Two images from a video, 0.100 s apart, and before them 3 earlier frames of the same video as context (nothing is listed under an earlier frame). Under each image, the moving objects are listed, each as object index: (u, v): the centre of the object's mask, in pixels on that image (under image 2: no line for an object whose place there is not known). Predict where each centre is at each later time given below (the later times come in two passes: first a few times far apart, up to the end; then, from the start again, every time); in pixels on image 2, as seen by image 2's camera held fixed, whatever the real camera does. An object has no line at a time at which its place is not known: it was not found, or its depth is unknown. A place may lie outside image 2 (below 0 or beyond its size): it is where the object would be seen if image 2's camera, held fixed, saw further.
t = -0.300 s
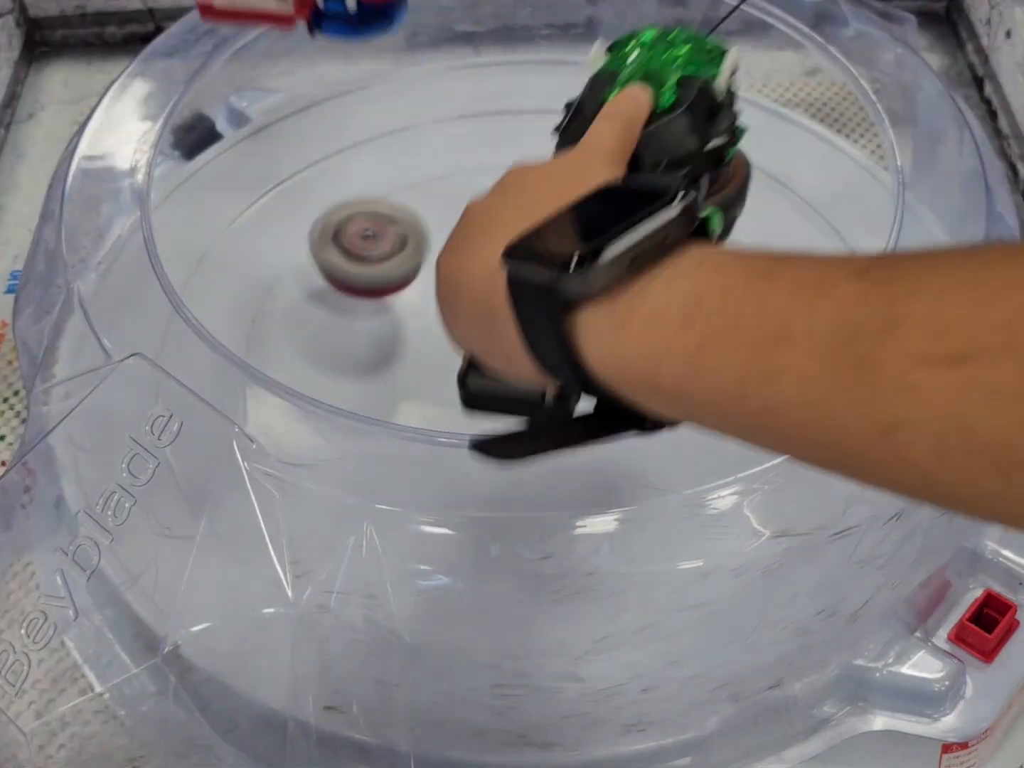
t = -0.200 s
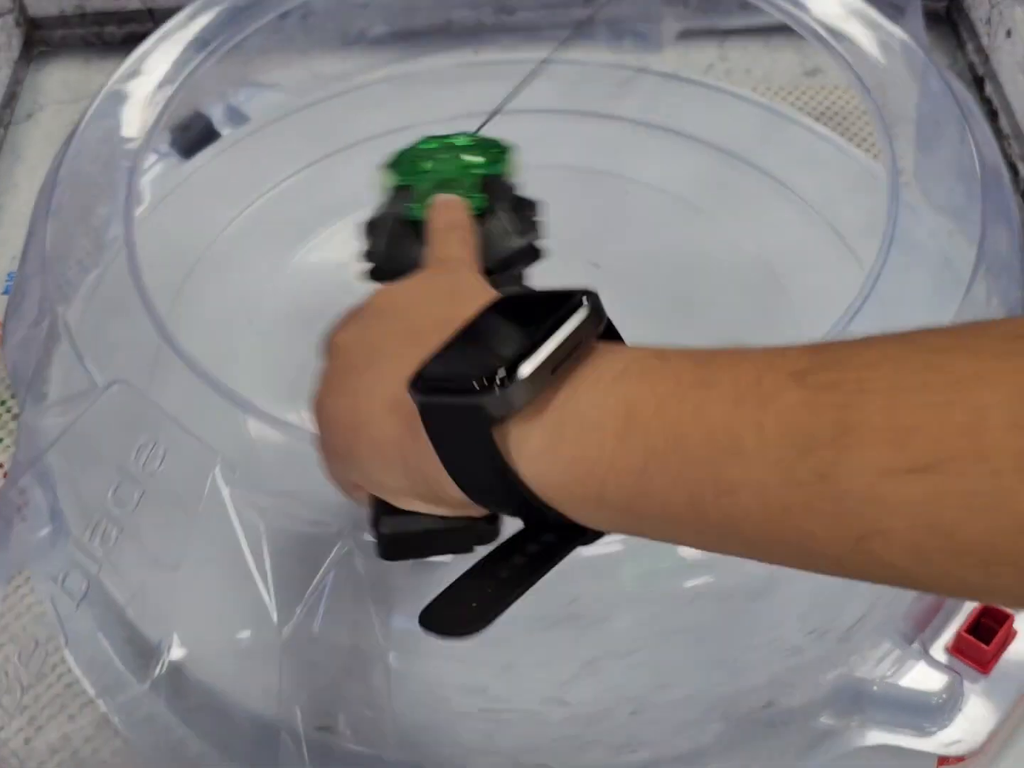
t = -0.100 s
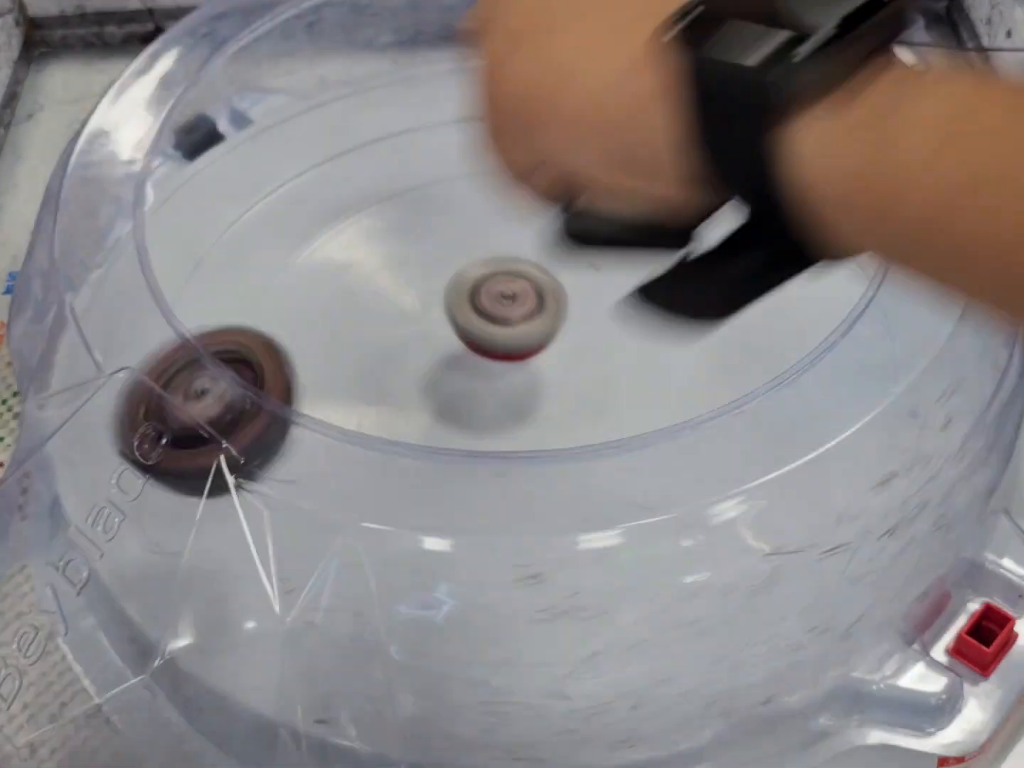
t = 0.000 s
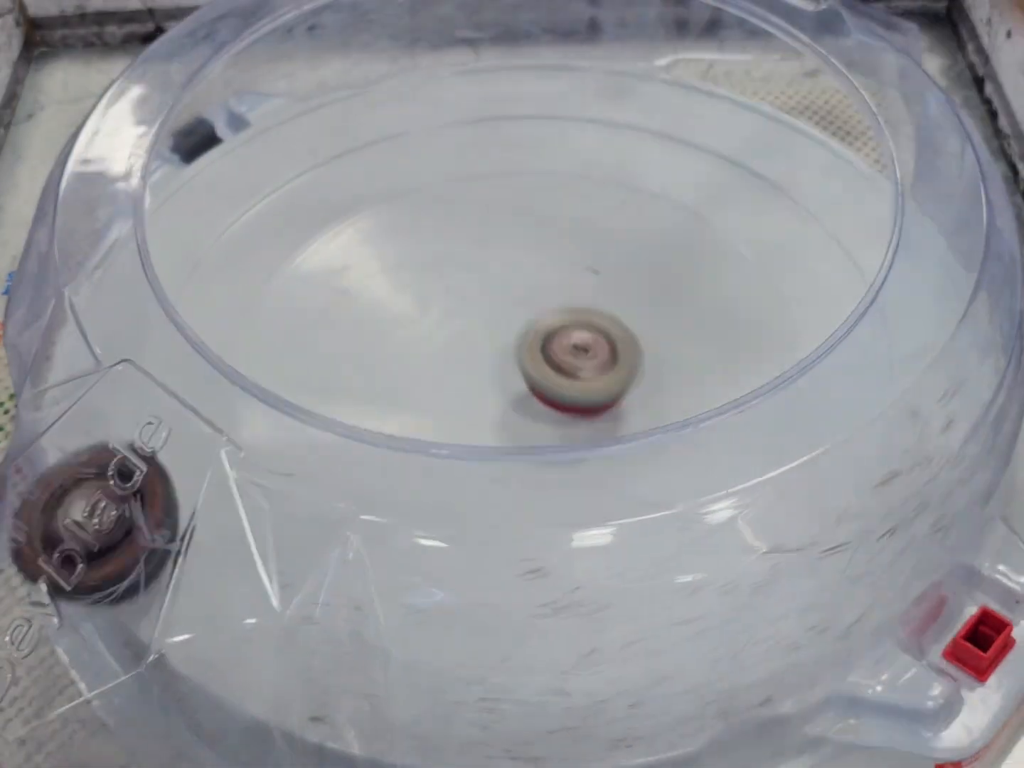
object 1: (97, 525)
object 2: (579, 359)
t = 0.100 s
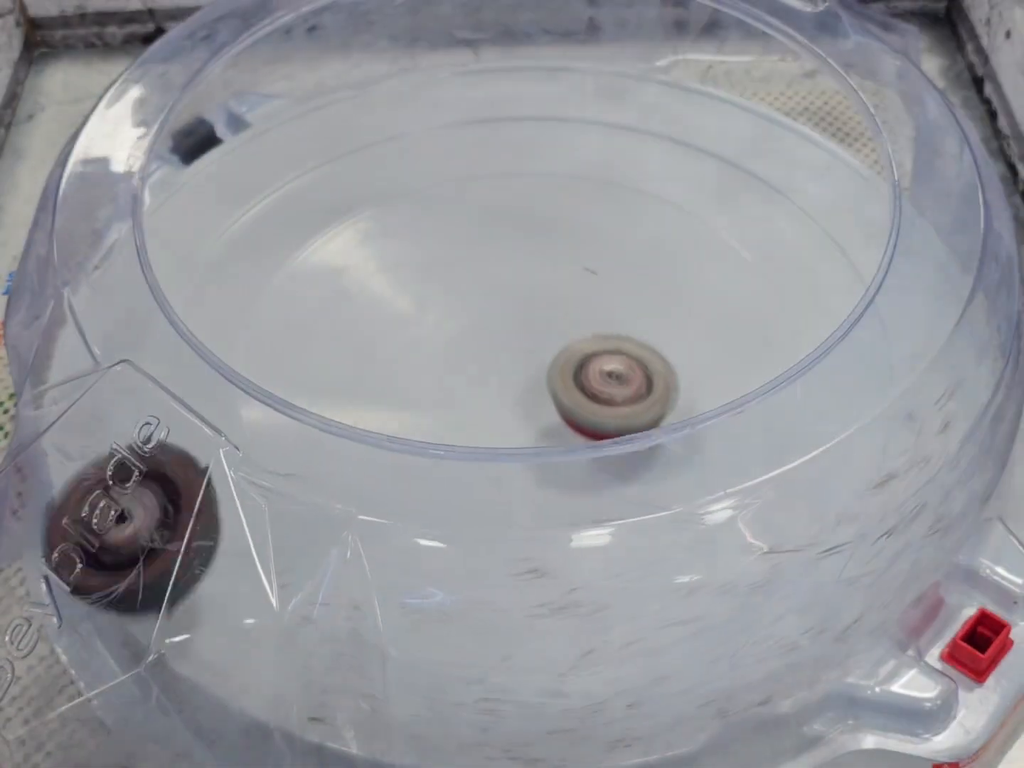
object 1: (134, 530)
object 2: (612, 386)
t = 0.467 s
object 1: (382, 527)
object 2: (420, 346)
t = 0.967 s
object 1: (698, 104)
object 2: (583, 317)
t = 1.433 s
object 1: (579, 121)
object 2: (384, 355)
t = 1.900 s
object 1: (573, 106)
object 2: (527, 476)
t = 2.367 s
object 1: (645, 134)
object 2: (486, 246)
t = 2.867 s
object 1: (720, 187)
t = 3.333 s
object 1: (441, 387)
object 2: (446, 230)
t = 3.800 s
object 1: (566, 399)
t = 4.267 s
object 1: (426, 340)
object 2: (193, 248)
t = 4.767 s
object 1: (550, 332)
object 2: (490, 94)
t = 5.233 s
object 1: (426, 309)
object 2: (628, 139)
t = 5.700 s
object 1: (399, 485)
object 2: (714, 320)
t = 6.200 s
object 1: (485, 450)
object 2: (543, 244)
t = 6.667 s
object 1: (428, 333)
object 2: (571, 265)
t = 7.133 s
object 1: (457, 319)
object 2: (568, 380)
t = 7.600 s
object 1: (509, 259)
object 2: (427, 365)
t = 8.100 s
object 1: (590, 296)
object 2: (495, 383)
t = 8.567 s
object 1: (608, 363)
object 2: (465, 370)
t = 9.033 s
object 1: (577, 401)
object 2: (509, 318)
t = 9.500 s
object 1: (459, 465)
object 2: (513, 276)
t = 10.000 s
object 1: (388, 380)
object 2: (527, 330)
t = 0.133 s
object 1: (162, 560)
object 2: (609, 389)
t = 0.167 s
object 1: (176, 567)
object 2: (602, 397)
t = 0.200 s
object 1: (194, 592)
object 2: (589, 400)
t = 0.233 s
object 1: (217, 609)
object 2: (572, 405)
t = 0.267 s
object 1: (244, 630)
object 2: (550, 407)
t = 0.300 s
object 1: (267, 636)
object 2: (524, 405)
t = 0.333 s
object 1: (285, 608)
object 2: (498, 403)
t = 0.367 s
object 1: (307, 586)
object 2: (473, 394)
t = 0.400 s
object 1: (331, 564)
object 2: (450, 381)
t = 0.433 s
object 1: (356, 544)
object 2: (432, 365)
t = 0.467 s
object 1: (382, 527)
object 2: (420, 346)
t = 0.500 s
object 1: (411, 517)
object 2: (416, 327)
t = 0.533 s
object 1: (446, 494)
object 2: (419, 308)
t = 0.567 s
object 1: (484, 473)
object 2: (429, 292)
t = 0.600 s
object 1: (523, 446)
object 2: (445, 278)
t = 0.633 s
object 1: (562, 400)
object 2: (465, 266)
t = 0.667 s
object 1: (599, 374)
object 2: (489, 260)
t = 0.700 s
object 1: (629, 331)
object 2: (516, 256)
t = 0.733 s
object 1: (661, 288)
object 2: (531, 250)
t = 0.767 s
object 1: (689, 248)
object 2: (539, 244)
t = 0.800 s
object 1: (707, 211)
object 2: (547, 245)
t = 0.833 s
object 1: (715, 177)
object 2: (555, 249)
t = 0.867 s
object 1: (718, 155)
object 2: (563, 259)
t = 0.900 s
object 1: (718, 133)
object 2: (572, 272)
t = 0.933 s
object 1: (711, 113)
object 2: (579, 292)
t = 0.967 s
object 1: (698, 104)
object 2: (583, 317)
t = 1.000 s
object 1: (686, 93)
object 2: (582, 341)
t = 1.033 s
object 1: (674, 85)
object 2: (577, 368)
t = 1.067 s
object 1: (664, 77)
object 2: (567, 393)
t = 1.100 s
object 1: (655, 75)
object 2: (548, 408)
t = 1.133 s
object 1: (648, 79)
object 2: (527, 428)
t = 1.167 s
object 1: (641, 82)
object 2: (503, 444)
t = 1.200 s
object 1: (636, 84)
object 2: (476, 450)
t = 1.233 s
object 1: (633, 85)
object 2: (452, 447)
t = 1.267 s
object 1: (628, 87)
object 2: (430, 444)
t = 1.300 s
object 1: (622, 90)
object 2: (410, 433)
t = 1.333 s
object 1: (612, 99)
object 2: (394, 417)
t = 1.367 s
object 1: (599, 106)
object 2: (386, 394)
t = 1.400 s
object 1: (588, 114)
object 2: (381, 379)
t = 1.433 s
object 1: (579, 121)
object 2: (384, 355)
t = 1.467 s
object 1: (573, 126)
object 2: (394, 329)
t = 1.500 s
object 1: (567, 132)
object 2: (412, 301)
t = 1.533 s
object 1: (563, 139)
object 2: (436, 275)
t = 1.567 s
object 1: (556, 151)
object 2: (464, 252)
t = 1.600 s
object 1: (553, 151)
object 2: (482, 254)
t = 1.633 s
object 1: (558, 136)
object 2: (486, 284)
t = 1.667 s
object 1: (561, 128)
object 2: (495, 317)
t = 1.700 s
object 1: (562, 121)
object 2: (506, 349)
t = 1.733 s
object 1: (564, 117)
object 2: (517, 381)
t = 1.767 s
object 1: (566, 114)
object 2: (524, 403)
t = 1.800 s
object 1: (567, 111)
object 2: (529, 427)
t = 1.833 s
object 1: (569, 109)
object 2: (532, 447)
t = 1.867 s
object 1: (572, 107)
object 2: (531, 465)
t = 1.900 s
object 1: (573, 106)
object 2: (527, 476)
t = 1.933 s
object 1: (576, 105)
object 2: (520, 482)
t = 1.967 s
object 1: (579, 105)
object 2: (510, 483)
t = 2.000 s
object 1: (582, 106)
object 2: (498, 480)
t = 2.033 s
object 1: (586, 107)
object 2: (484, 472)
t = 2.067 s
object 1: (591, 109)
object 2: (469, 450)
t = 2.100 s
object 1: (595, 111)
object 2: (455, 438)
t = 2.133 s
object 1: (600, 113)
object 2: (443, 408)
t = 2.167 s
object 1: (605, 116)
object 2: (433, 393)
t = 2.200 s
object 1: (610, 118)
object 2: (429, 366)
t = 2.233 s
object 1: (617, 122)
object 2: (431, 338)
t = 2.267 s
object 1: (623, 124)
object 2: (438, 310)
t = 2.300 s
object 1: (630, 128)
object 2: (451, 285)
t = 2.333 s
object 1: (638, 131)
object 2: (467, 262)
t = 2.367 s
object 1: (645, 134)
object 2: (486, 246)
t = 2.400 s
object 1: (653, 137)
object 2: (508, 235)
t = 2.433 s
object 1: (660, 140)
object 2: (533, 228)
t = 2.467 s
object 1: (667, 142)
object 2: (558, 229)
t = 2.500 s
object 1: (674, 145)
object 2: (584, 233)
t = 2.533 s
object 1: (680, 148)
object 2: (610, 244)
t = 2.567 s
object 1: (686, 152)
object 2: (633, 259)
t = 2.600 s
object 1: (691, 154)
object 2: (653, 281)
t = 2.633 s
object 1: (696, 157)
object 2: (669, 305)
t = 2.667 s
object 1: (701, 161)
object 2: (680, 333)
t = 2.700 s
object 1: (705, 165)
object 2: (682, 363)
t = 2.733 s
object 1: (709, 169)
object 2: (673, 385)
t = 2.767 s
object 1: (713, 173)
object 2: (663, 425)
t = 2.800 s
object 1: (716, 178)
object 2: (641, 459)
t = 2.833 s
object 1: (719, 182)
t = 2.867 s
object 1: (720, 187)
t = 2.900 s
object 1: (720, 193)
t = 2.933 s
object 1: (713, 203)
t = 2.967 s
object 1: (701, 213)
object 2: (429, 511)
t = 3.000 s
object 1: (683, 224)
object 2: (385, 499)
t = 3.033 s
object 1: (662, 237)
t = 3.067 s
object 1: (638, 251)
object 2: (324, 449)
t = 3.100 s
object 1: (611, 267)
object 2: (309, 416)
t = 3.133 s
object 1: (582, 284)
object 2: (301, 388)
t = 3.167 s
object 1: (550, 303)
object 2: (304, 358)
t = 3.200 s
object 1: (521, 321)
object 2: (316, 331)
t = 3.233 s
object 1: (494, 339)
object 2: (338, 302)
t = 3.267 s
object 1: (471, 357)
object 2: (368, 274)
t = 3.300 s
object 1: (453, 374)
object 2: (406, 250)
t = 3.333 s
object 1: (441, 387)
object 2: (446, 230)
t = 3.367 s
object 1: (437, 396)
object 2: (489, 214)
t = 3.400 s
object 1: (438, 415)
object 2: (536, 202)
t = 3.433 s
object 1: (446, 428)
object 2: (583, 197)
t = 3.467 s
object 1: (456, 438)
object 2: (627, 197)
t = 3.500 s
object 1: (468, 446)
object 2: (671, 203)
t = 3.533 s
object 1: (480, 452)
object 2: (711, 213)
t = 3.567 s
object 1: (495, 453)
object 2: (745, 230)
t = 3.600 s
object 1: (509, 452)
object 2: (772, 253)
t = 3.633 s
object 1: (523, 453)
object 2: (793, 279)
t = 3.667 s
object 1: (534, 449)
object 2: (798, 305)
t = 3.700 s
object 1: (546, 441)
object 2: (806, 340)
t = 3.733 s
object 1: (555, 431)
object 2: (802, 378)
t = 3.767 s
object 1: (563, 418)
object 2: (781, 412)
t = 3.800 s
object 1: (566, 399)
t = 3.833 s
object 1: (569, 391)
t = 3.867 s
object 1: (567, 380)
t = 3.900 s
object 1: (562, 365)
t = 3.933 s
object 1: (552, 352)
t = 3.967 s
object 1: (540, 340)
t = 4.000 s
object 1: (527, 330)
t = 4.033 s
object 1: (512, 322)
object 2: (327, 495)
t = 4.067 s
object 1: (496, 316)
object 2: (282, 464)
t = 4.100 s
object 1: (480, 313)
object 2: (244, 424)
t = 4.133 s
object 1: (465, 314)
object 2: (219, 383)
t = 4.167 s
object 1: (452, 316)
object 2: (200, 344)
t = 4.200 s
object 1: (440, 323)
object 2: (180, 314)
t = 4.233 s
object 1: (432, 330)
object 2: (165, 282)
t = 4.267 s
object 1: (426, 340)
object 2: (193, 248)
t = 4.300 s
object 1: (422, 350)
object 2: (208, 228)
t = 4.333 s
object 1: (422, 362)
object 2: (227, 207)
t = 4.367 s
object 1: (427, 374)
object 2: (247, 186)
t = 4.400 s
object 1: (437, 384)
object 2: (265, 168)
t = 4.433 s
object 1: (449, 389)
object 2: (284, 153)
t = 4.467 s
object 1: (464, 393)
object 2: (307, 142)
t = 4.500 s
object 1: (478, 394)
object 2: (329, 133)
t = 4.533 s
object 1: (494, 394)
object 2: (351, 124)
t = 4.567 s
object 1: (509, 391)
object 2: (372, 117)
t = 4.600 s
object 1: (522, 387)
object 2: (393, 109)
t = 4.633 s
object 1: (534, 379)
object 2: (413, 103)
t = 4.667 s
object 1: (543, 368)
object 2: (433, 99)
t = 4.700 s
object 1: (549, 356)
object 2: (452, 96)
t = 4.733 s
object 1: (550, 345)
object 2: (472, 95)
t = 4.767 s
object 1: (550, 332)
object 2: (490, 94)
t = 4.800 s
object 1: (546, 321)
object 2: (508, 93)
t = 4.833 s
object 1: (539, 309)
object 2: (523, 93)
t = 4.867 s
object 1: (531, 298)
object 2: (538, 94)
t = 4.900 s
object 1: (520, 289)
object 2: (552, 96)
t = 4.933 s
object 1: (509, 281)
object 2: (564, 98)
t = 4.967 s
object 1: (495, 276)
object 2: (577, 101)
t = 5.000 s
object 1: (482, 273)
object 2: (586, 104)
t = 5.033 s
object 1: (470, 272)
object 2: (596, 108)
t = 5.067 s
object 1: (457, 274)
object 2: (605, 112)
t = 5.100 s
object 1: (448, 277)
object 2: (611, 117)
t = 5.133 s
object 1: (439, 283)
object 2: (617, 122)
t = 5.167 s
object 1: (432, 290)
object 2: (621, 127)
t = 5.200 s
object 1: (428, 299)
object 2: (625, 133)
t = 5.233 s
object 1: (426, 309)
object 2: (628, 139)
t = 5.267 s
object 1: (427, 319)
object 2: (629, 148)
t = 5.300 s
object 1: (430, 331)
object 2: (629, 164)
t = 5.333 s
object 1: (436, 342)
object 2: (628, 184)
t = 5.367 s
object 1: (445, 353)
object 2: (623, 210)
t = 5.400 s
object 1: (457, 363)
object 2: (618, 239)
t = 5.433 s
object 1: (471, 371)
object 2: (610, 270)
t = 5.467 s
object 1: (486, 378)
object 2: (599, 304)
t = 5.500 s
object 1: (464, 394)
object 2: (628, 306)
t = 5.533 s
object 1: (437, 418)
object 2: (665, 301)
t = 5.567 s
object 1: (415, 436)
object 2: (691, 299)
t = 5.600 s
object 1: (398, 455)
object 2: (707, 301)
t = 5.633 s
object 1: (393, 466)
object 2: (715, 305)
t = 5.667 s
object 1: (394, 475)
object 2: (717, 312)
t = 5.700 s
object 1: (399, 485)
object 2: (714, 320)
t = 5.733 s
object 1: (403, 502)
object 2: (708, 329)
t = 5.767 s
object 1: (413, 506)
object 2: (699, 337)
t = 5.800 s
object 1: (424, 508)
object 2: (687, 346)
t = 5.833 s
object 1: (435, 508)
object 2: (673, 354)
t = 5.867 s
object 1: (447, 508)
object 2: (655, 362)
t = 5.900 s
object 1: (461, 494)
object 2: (636, 369)
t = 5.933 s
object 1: (474, 488)
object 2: (614, 376)
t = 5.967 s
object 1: (486, 477)
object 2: (591, 380)
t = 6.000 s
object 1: (491, 469)
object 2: (573, 374)
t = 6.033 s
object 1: (483, 477)
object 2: (570, 346)
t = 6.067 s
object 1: (477, 479)
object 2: (566, 317)
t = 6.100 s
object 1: (475, 478)
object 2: (560, 292)
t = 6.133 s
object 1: (478, 470)
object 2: (554, 271)
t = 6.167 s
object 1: (480, 467)
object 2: (548, 255)
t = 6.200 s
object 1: (485, 450)
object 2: (543, 244)
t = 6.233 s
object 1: (492, 439)
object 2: (539, 237)
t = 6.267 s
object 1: (499, 424)
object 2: (537, 234)
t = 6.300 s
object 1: (504, 403)
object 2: (536, 233)
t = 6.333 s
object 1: (506, 393)
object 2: (536, 236)
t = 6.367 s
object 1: (507, 377)
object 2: (536, 240)
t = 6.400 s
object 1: (505, 360)
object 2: (535, 247)
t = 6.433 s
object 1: (498, 351)
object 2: (539, 243)
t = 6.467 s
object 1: (485, 346)
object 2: (546, 236)
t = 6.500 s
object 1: (473, 341)
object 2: (552, 233)
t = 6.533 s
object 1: (460, 338)
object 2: (557, 233)
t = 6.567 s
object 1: (449, 335)
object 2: (562, 237)
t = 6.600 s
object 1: (439, 333)
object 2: (566, 244)
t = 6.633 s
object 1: (432, 332)
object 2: (570, 254)
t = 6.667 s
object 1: (428, 333)
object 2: (571, 265)
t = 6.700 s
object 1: (428, 335)
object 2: (569, 278)
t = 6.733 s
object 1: (429, 337)
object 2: (565, 294)
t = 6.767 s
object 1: (430, 340)
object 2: (564, 306)
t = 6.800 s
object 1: (431, 343)
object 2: (567, 317)
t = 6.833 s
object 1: (421, 344)
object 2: (584, 324)
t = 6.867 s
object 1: (417, 346)
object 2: (597, 332)
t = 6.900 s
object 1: (417, 346)
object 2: (604, 340)
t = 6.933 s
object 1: (422, 346)
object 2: (604, 348)
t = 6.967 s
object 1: (431, 345)
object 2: (599, 356)
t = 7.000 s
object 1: (440, 342)
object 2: (589, 363)
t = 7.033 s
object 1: (450, 339)
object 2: (578, 368)
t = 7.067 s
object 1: (450, 332)
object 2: (578, 374)
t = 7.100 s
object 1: (452, 325)
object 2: (575, 378)
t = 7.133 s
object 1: (457, 319)
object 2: (568, 380)
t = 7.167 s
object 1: (460, 312)
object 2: (558, 381)
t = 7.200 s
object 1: (462, 304)
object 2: (552, 383)
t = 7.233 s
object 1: (465, 297)
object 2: (543, 384)
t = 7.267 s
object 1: (467, 290)
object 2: (530, 384)
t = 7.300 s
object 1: (471, 285)
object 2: (516, 384)
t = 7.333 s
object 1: (472, 278)
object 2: (508, 389)
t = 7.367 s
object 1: (472, 273)
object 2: (500, 391)
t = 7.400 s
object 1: (473, 269)
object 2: (490, 390)
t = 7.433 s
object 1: (475, 267)
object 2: (479, 386)
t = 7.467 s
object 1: (479, 266)
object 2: (468, 379)
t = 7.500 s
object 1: (485, 266)
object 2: (457, 371)
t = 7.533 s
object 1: (493, 265)
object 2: (444, 368)
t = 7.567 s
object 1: (501, 261)
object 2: (433, 367)
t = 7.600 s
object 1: (509, 259)
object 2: (427, 365)
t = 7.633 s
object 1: (516, 258)
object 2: (429, 361)
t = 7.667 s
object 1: (523, 258)
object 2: (434, 354)
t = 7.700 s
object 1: (529, 260)
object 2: (444, 345)
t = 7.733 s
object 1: (537, 258)
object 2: (451, 345)
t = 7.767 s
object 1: (548, 252)
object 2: (453, 351)
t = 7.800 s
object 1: (557, 249)
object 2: (458, 356)
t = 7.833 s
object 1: (565, 248)
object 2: (462, 361)
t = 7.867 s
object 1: (571, 248)
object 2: (467, 366)
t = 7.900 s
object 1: (577, 250)
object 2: (472, 369)
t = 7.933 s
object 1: (581, 254)
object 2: (476, 373)
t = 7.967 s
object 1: (584, 259)
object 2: (480, 376)
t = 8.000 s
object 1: (587, 266)
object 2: (484, 379)
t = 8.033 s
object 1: (589, 275)
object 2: (487, 381)
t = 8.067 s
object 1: (590, 285)
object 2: (490, 382)
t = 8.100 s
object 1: (590, 296)
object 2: (495, 383)
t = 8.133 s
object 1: (589, 307)
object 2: (496, 385)
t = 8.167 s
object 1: (594, 311)
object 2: (486, 395)
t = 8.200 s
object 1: (599, 316)
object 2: (478, 401)
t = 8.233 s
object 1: (601, 321)
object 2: (471, 403)
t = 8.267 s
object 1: (602, 327)
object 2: (468, 404)
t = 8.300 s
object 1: (602, 333)
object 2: (468, 402)
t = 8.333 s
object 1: (601, 339)
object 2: (470, 399)
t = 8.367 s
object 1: (599, 345)
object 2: (473, 394)
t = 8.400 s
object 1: (605, 347)
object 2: (464, 391)
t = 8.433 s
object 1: (610, 349)
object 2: (458, 388)
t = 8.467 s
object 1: (613, 352)
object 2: (456, 384)
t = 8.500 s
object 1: (614, 356)
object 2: (457, 380)
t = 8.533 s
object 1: (613, 359)
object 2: (460, 375)
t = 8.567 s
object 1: (608, 363)
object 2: (465, 370)
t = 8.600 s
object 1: (612, 365)
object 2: (457, 365)
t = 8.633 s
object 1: (618, 367)
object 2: (447, 358)
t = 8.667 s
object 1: (620, 369)
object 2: (441, 353)
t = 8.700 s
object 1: (618, 372)
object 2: (443, 346)
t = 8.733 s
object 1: (613, 375)
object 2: (451, 340)
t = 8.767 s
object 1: (607, 378)
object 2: (465, 335)
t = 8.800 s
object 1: (599, 381)
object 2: (480, 331)
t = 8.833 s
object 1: (601, 385)
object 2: (479, 319)
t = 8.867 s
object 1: (602, 389)
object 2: (480, 310)
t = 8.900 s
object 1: (600, 393)
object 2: (482, 305)
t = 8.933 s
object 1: (597, 396)
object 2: (485, 305)
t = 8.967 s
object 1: (592, 398)
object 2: (489, 307)
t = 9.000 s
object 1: (585, 400)
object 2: (499, 312)
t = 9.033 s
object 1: (577, 401)
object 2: (509, 318)
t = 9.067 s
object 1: (570, 418)
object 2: (517, 314)
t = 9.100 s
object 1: (564, 428)
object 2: (521, 306)
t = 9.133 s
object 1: (558, 435)
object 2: (522, 302)
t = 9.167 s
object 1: (550, 439)
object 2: (524, 301)
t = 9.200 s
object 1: (541, 441)
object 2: (524, 302)
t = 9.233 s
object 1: (532, 441)
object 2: (524, 305)
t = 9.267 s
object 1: (523, 439)
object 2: (523, 310)
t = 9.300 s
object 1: (514, 433)
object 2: (522, 315)
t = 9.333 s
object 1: (505, 428)
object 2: (520, 320)
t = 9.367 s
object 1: (496, 430)
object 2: (518, 315)
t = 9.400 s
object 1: (486, 440)
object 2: (516, 299)
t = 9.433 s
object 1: (477, 448)
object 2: (516, 286)
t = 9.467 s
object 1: (468, 450)
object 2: (514, 279)
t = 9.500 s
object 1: (459, 465)
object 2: (513, 276)
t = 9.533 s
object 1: (452, 464)
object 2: (513, 280)
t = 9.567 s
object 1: (446, 463)
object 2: (514, 287)
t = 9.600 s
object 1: (440, 462)
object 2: (517, 296)
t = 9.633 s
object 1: (432, 461)
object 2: (519, 308)
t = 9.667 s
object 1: (430, 447)
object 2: (523, 319)
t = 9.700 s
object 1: (427, 440)
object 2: (528, 330)
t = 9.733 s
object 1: (426, 431)
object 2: (530, 339)
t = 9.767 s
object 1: (424, 420)
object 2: (532, 347)
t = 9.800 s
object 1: (421, 404)
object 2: (536, 349)
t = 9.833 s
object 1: (413, 400)
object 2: (542, 346)
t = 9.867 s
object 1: (406, 397)
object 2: (544, 345)
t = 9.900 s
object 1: (401, 393)
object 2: (541, 342)
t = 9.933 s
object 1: (397, 388)
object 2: (536, 341)
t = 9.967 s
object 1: (396, 383)
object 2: (527, 341)
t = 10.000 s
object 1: (388, 380)
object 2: (527, 330)
